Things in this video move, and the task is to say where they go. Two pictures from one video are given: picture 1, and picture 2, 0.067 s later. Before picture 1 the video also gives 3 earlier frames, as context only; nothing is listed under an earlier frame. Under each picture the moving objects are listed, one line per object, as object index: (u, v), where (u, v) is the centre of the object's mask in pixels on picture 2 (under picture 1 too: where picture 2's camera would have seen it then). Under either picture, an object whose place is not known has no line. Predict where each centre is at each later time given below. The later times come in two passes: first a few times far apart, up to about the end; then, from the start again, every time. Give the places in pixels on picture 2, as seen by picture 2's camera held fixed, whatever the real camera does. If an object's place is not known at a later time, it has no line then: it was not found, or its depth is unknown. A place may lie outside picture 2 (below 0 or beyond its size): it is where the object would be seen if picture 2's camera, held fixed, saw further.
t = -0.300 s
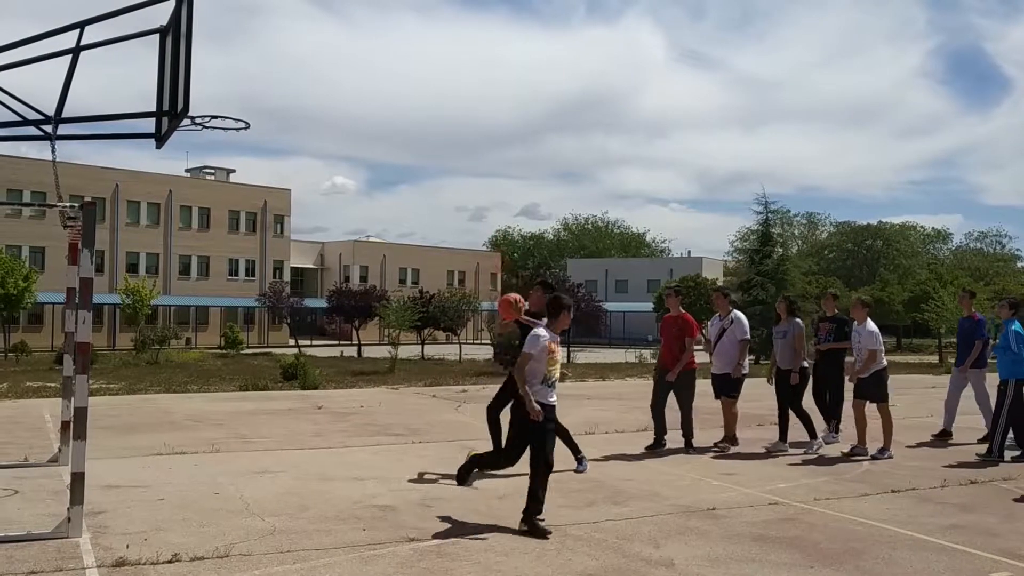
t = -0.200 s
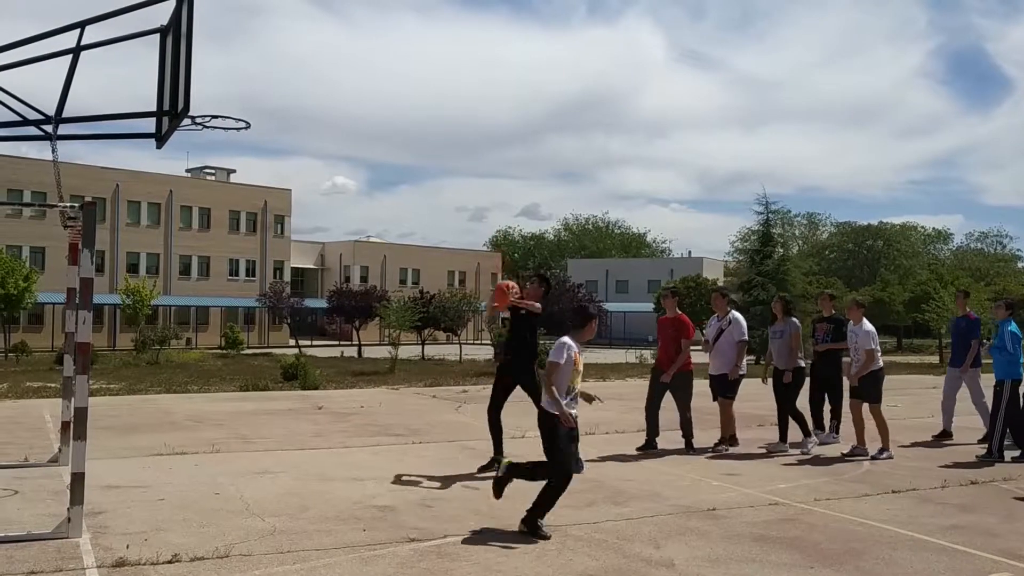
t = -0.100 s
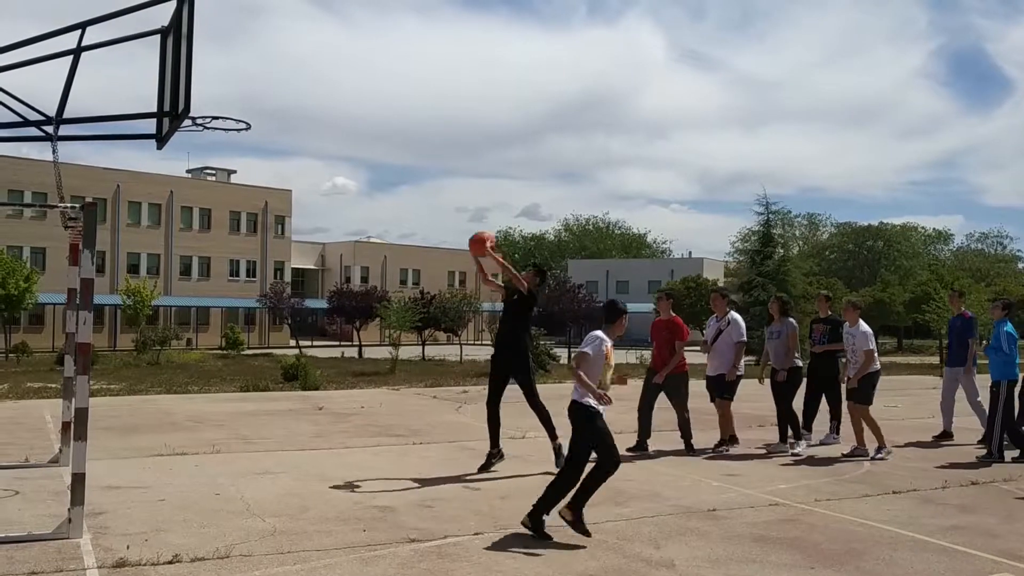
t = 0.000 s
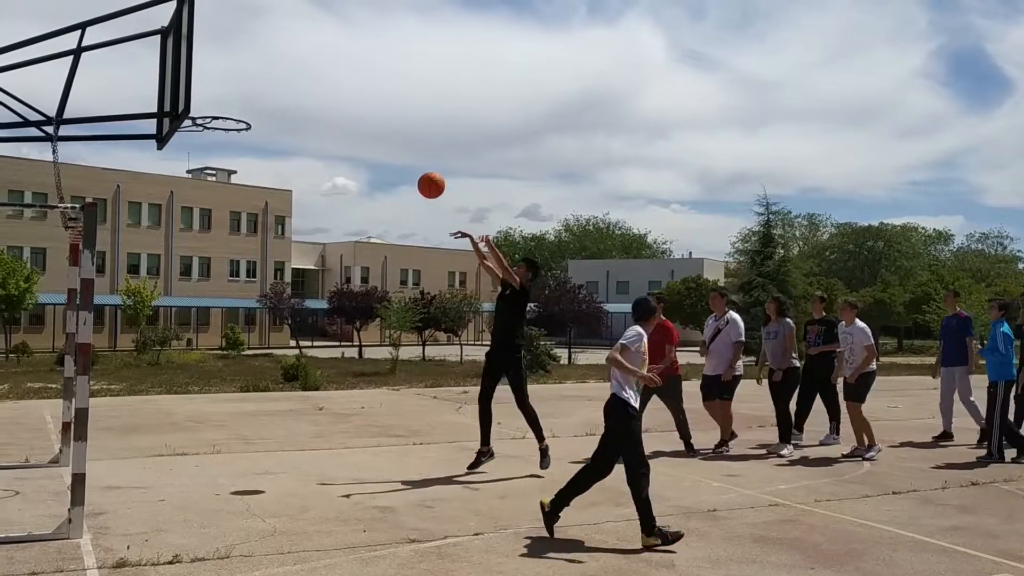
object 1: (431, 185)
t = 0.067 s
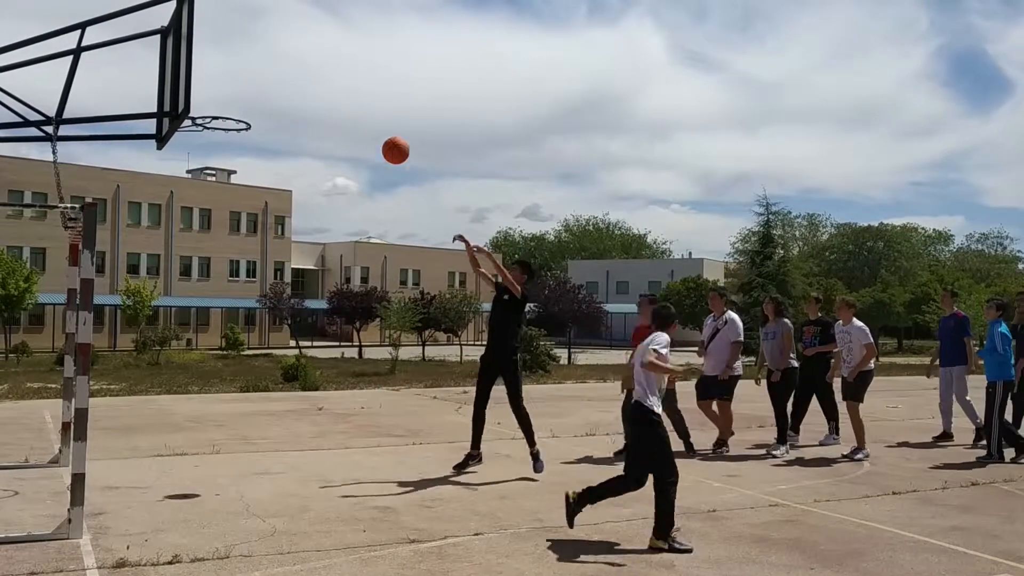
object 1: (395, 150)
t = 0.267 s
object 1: (286, 72)
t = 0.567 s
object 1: (258, 59)
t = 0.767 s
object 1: (336, 124)
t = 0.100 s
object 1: (378, 134)
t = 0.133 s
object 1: (360, 120)
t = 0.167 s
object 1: (342, 106)
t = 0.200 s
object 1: (323, 93)
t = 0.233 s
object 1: (305, 82)
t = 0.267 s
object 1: (286, 72)
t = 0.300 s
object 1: (267, 63)
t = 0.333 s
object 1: (247, 55)
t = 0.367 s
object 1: (228, 48)
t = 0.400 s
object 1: (209, 43)
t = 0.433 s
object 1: (205, 41)
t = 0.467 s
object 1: (217, 44)
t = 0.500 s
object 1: (231, 48)
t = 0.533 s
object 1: (244, 53)
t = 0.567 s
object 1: (258, 59)
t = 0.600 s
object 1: (271, 67)
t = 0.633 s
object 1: (285, 76)
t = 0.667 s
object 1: (298, 86)
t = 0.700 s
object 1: (311, 98)
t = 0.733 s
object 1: (323, 110)
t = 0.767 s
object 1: (336, 124)
